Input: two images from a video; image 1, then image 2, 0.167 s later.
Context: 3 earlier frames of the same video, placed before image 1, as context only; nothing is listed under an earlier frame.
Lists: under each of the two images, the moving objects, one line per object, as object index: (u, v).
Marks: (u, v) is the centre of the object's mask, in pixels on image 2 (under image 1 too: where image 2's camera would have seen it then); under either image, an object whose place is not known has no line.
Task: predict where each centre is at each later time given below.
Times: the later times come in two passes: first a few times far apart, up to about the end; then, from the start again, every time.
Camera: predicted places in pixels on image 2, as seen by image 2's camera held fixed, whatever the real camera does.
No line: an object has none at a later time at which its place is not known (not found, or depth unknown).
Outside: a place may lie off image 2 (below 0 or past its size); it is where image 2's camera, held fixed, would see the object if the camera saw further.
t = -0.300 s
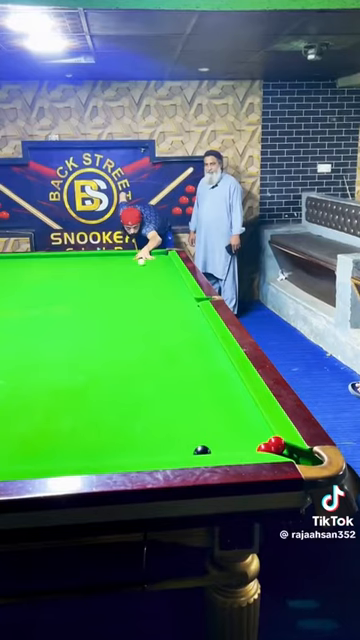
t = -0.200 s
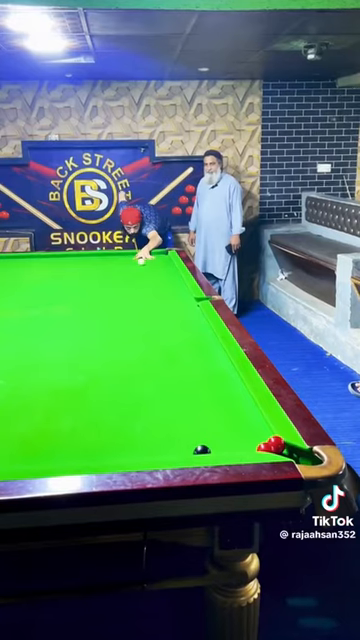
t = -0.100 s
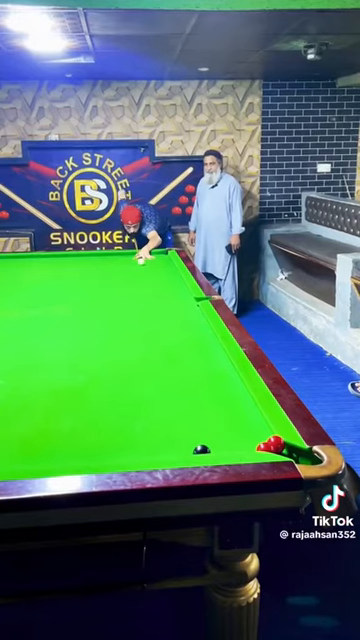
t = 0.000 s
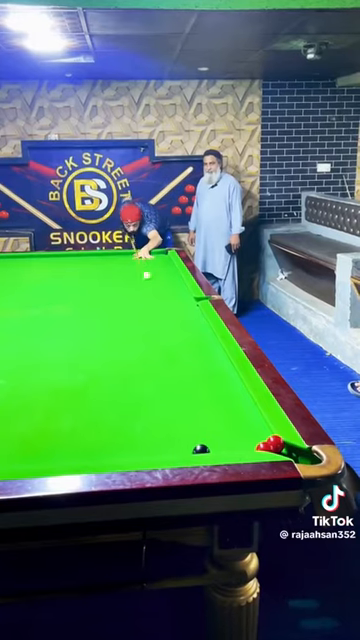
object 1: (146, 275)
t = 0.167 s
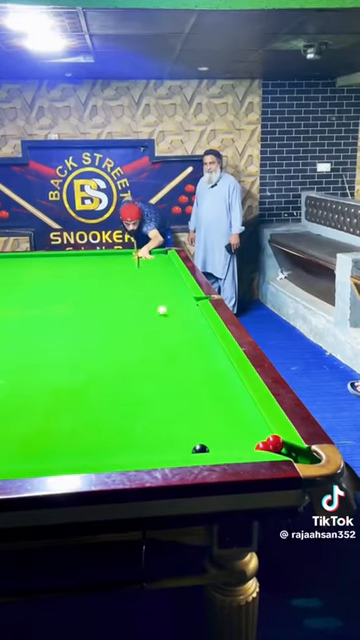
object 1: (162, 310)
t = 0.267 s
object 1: (175, 340)
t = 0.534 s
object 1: (194, 425)
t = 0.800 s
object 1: (99, 348)
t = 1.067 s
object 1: (45, 312)
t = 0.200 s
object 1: (166, 318)
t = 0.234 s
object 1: (170, 329)
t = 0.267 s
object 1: (175, 340)
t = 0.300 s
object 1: (181, 352)
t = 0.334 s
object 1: (186, 366)
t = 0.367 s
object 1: (193, 382)
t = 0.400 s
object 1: (201, 399)
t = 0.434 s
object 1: (210, 419)
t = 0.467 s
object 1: (220, 441)
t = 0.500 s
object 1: (213, 441)
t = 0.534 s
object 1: (194, 425)
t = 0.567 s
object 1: (177, 411)
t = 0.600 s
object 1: (162, 398)
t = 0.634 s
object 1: (149, 387)
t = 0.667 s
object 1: (137, 378)
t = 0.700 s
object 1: (126, 369)
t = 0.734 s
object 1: (116, 361)
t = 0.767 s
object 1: (107, 354)
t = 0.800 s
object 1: (99, 348)
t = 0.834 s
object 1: (90, 342)
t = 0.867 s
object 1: (83, 337)
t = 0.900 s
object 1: (75, 332)
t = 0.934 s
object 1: (68, 328)
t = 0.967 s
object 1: (62, 323)
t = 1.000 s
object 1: (56, 320)
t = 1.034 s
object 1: (50, 316)
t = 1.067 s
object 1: (45, 312)
